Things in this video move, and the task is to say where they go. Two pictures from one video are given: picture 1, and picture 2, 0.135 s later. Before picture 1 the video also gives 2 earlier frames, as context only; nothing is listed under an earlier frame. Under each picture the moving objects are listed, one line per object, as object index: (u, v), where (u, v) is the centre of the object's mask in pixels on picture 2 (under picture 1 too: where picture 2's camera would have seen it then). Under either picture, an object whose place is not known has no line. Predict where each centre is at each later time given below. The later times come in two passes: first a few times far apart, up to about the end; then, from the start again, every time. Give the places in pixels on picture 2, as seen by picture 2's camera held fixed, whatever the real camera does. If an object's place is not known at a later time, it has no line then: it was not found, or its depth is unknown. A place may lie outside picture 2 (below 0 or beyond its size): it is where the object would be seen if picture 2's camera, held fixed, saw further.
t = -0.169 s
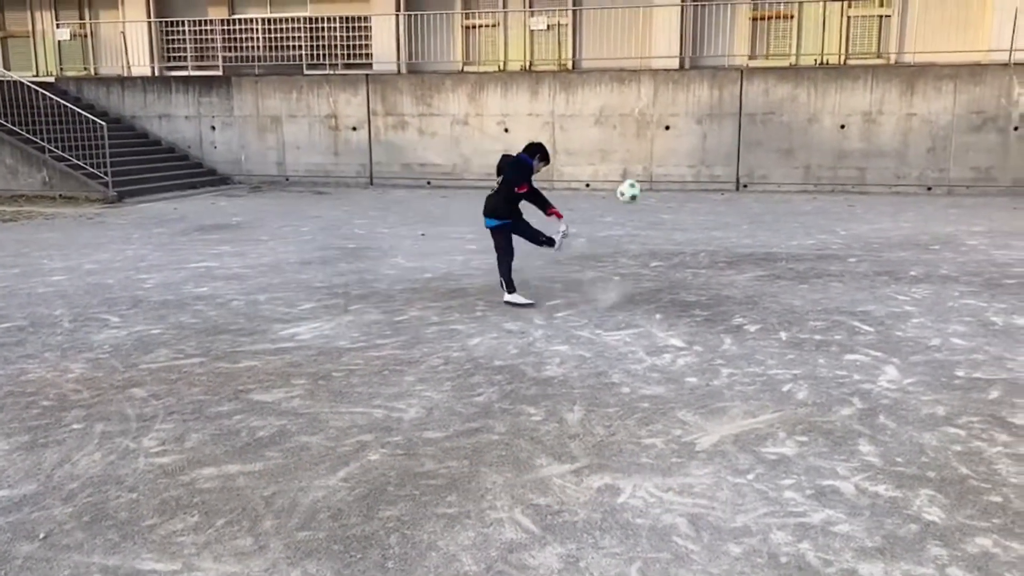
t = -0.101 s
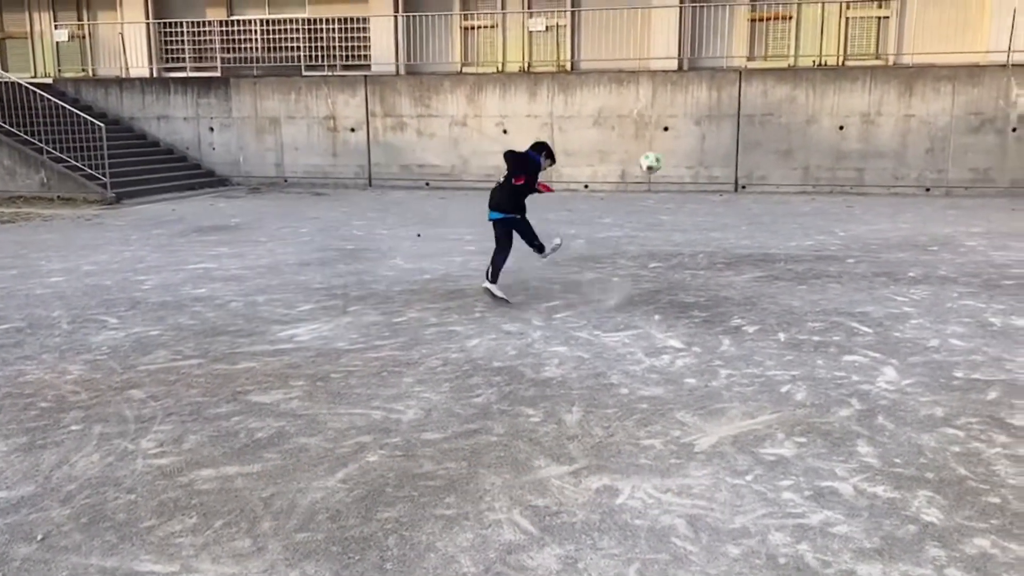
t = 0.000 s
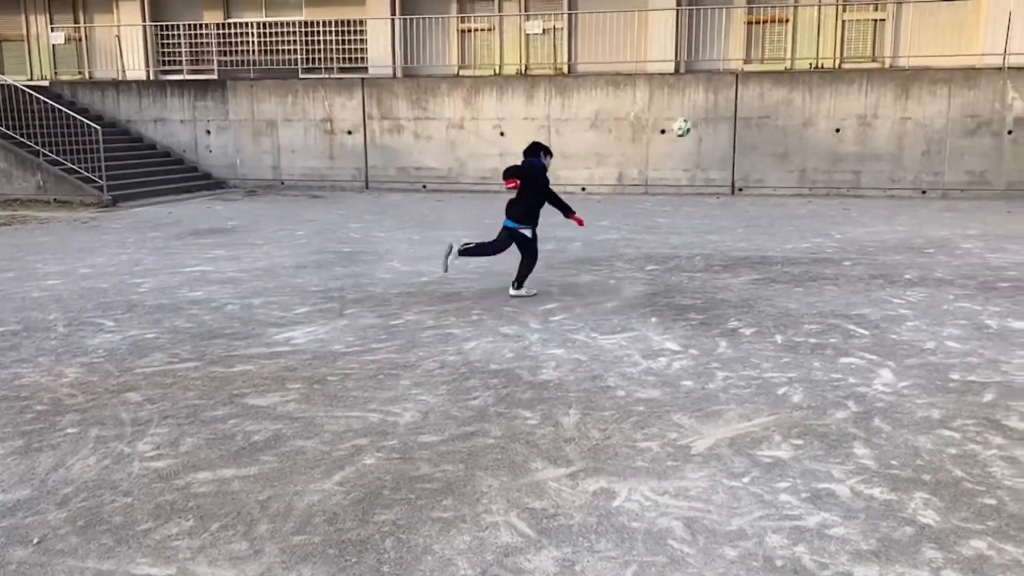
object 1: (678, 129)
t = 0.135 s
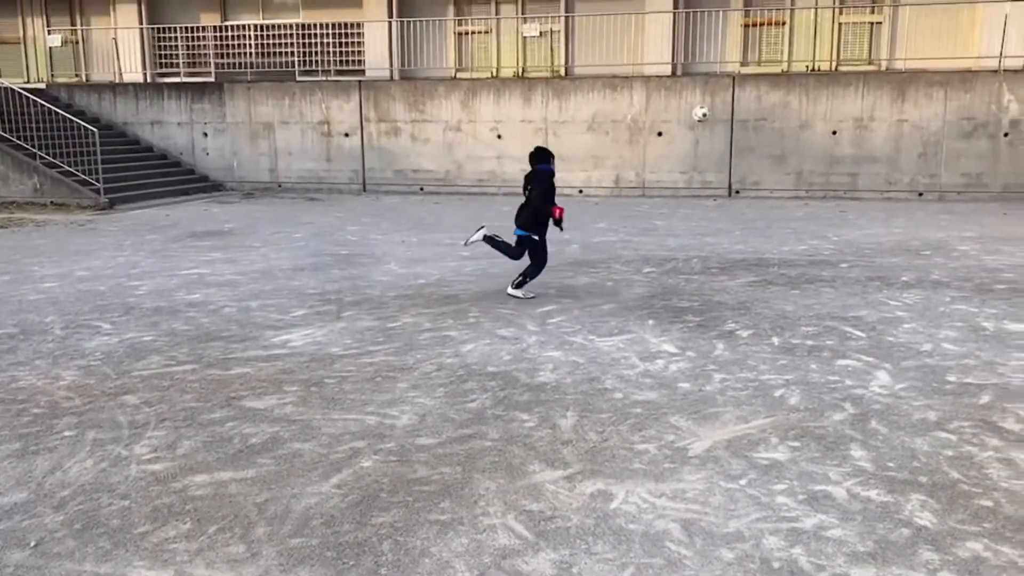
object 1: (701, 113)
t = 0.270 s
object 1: (717, 112)
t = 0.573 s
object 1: (739, 142)
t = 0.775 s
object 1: (745, 181)
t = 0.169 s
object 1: (706, 112)
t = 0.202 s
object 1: (710, 111)
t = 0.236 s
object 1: (713, 111)
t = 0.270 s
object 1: (717, 112)
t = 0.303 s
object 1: (720, 113)
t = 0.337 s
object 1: (724, 115)
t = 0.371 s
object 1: (727, 117)
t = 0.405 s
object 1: (729, 120)
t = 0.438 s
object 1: (731, 125)
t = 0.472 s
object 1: (734, 128)
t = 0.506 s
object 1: (736, 133)
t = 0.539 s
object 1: (738, 136)
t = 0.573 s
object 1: (739, 142)
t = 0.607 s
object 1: (741, 146)
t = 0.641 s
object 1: (742, 152)
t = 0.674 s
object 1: (742, 158)
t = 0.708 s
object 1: (743, 165)
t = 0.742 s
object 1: (744, 173)
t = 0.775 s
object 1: (745, 181)
